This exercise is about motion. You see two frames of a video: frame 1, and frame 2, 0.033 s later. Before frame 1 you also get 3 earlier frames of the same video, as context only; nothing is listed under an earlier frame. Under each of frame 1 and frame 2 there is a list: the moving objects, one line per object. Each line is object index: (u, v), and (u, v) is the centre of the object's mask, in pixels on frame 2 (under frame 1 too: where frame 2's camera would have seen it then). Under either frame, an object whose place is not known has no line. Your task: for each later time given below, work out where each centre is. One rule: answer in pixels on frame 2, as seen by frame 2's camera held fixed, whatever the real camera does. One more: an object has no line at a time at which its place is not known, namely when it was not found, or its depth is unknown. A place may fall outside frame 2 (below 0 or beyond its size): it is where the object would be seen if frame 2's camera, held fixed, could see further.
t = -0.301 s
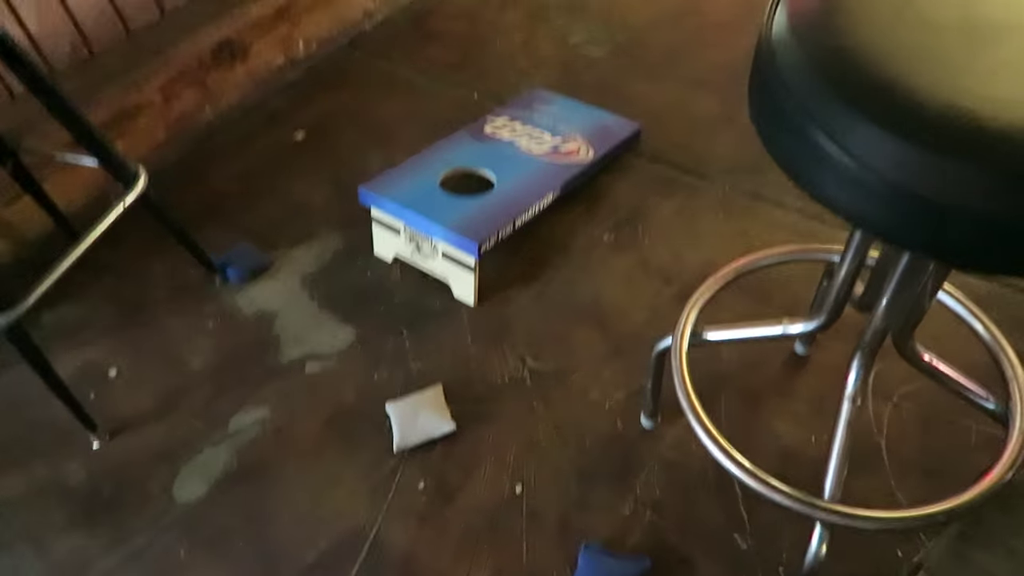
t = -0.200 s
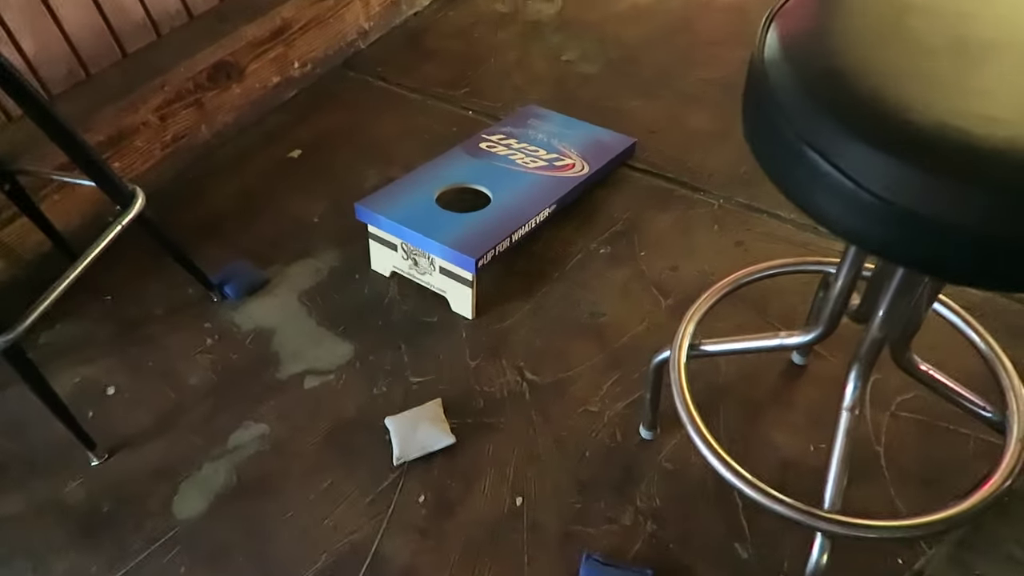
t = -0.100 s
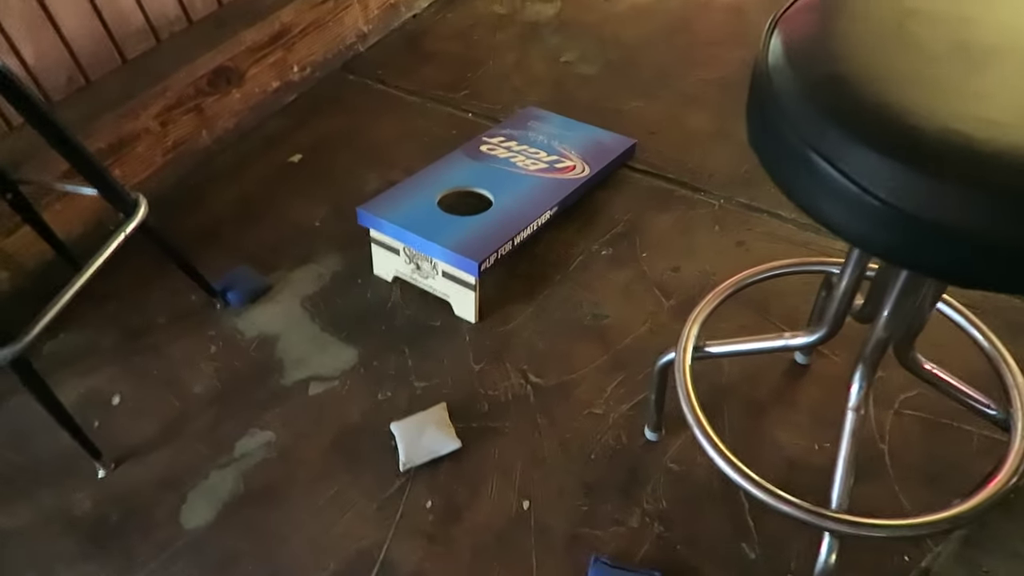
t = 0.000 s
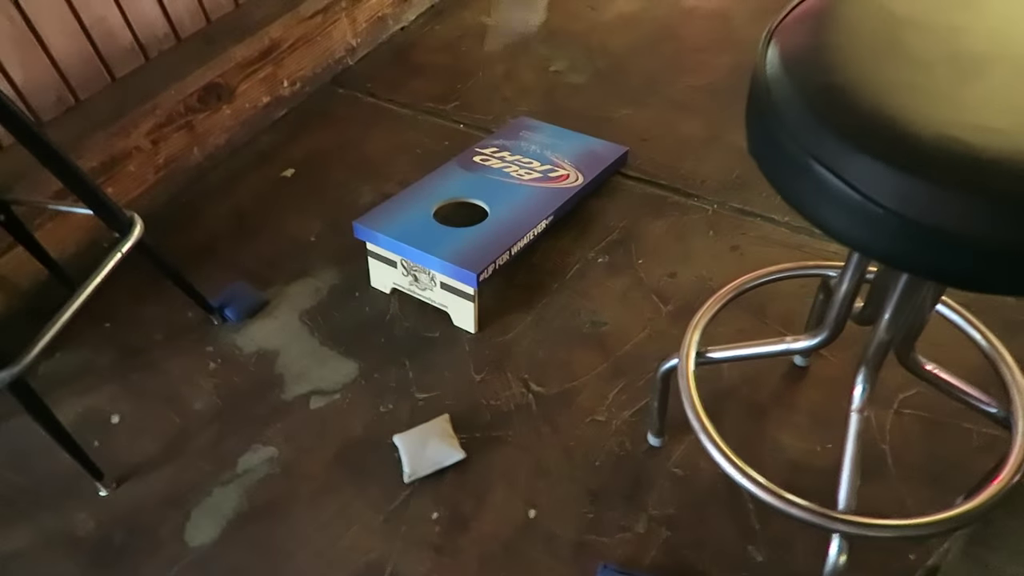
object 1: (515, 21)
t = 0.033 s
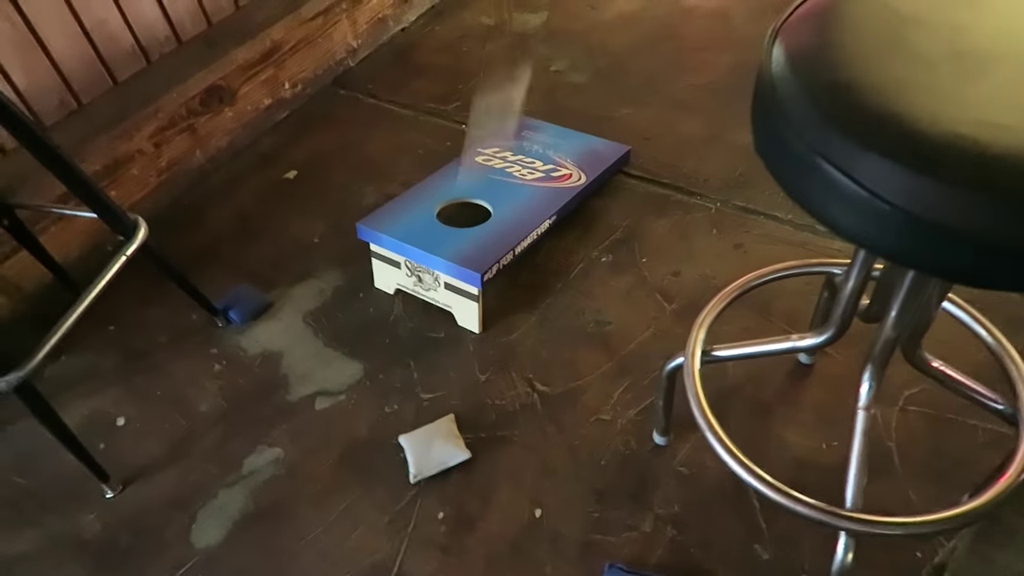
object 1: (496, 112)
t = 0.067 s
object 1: (469, 249)
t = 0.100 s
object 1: (458, 261)
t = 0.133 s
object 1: (444, 281)
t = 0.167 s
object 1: (432, 307)
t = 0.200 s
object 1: (423, 334)
